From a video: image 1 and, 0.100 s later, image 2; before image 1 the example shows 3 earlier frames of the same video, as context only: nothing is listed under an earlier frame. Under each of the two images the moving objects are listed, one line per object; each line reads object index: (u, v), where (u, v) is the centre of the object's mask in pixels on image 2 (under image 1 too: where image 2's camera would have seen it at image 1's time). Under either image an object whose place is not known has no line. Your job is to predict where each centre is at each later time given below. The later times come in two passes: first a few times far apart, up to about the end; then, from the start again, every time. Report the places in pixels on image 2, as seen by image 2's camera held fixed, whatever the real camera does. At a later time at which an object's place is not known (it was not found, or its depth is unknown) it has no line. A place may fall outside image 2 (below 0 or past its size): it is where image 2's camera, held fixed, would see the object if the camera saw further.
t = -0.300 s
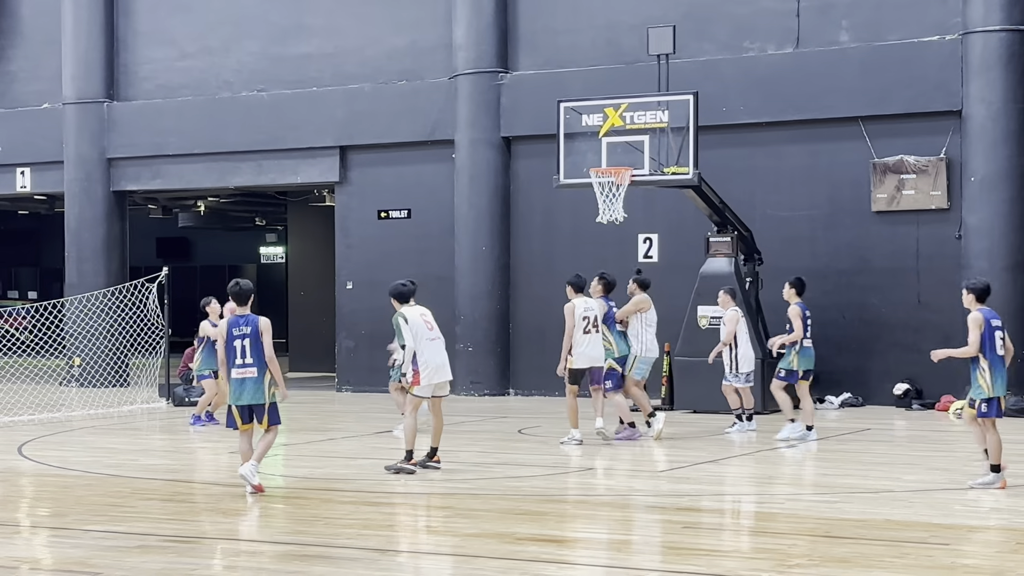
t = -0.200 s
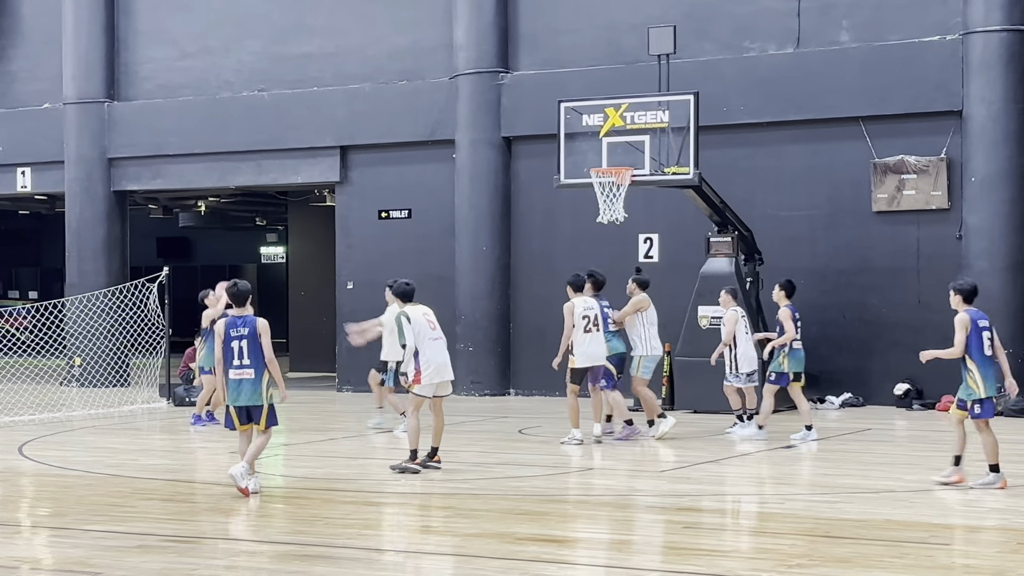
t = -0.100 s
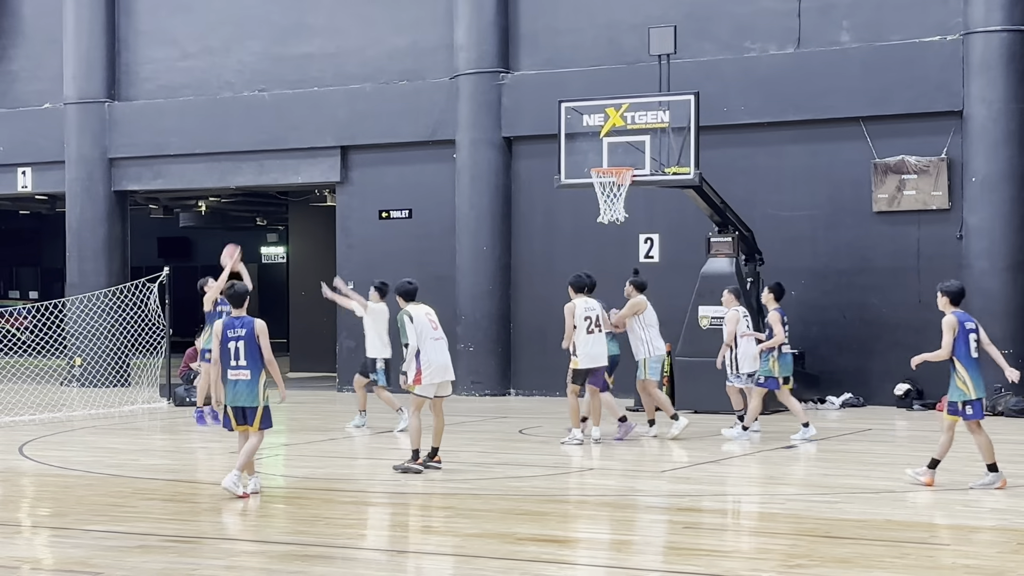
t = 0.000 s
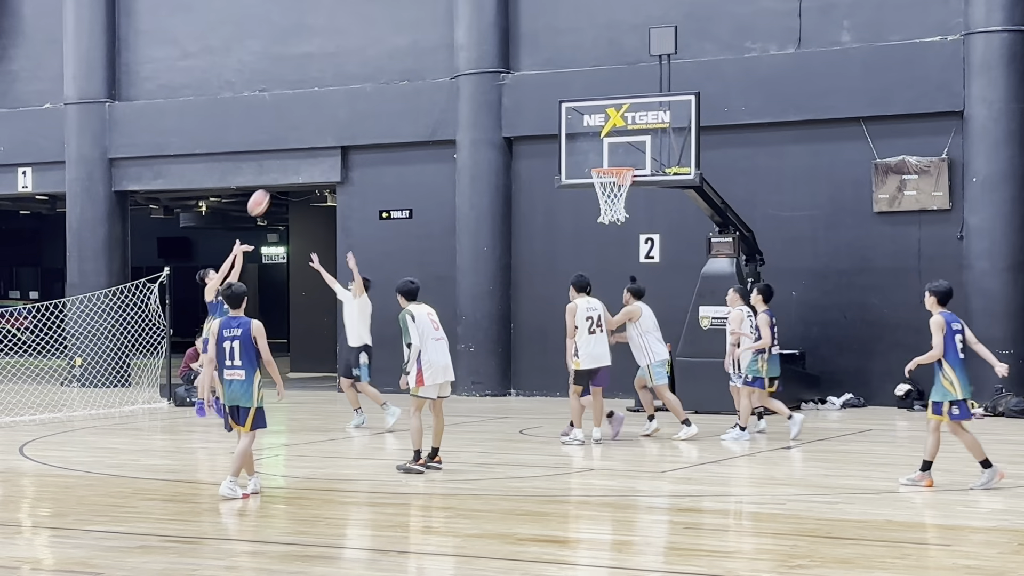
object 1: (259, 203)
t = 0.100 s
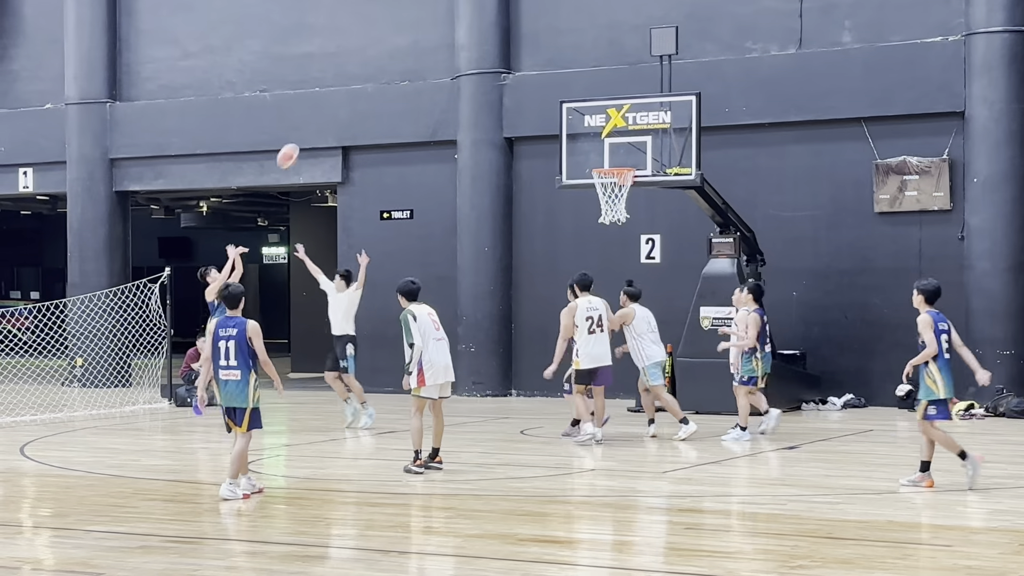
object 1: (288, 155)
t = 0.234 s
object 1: (325, 105)
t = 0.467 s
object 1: (390, 51)
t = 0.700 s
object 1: (456, 39)
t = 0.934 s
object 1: (522, 73)
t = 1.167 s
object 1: (589, 151)
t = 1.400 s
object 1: (656, 146)
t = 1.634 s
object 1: (722, 172)
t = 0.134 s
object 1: (297, 142)
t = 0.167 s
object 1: (306, 128)
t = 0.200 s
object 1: (316, 116)
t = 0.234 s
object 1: (325, 105)
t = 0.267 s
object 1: (335, 95)
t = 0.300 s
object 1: (343, 85)
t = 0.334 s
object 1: (353, 76)
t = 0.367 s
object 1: (362, 69)
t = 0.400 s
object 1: (371, 62)
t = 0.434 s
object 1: (381, 56)
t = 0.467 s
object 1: (390, 51)
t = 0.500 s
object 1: (400, 46)
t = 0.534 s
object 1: (409, 43)
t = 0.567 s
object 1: (418, 40)
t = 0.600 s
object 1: (428, 39)
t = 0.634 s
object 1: (437, 38)
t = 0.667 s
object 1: (446, 38)
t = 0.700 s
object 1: (456, 39)
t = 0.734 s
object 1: (465, 41)
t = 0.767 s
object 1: (475, 44)
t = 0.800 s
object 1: (485, 48)
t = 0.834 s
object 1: (494, 53)
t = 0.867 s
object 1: (503, 58)
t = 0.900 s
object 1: (513, 65)
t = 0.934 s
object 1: (522, 73)
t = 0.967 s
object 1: (532, 82)
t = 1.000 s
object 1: (542, 91)
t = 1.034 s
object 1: (551, 101)
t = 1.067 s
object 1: (560, 111)
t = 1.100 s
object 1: (570, 125)
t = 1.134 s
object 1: (579, 137)
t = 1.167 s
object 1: (589, 151)
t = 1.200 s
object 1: (598, 160)
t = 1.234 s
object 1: (608, 156)
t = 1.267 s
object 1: (618, 152)
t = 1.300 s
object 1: (626, 150)
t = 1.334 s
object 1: (635, 149)
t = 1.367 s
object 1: (645, 146)
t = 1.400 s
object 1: (656, 146)
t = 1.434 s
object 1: (666, 147)
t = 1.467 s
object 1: (674, 149)
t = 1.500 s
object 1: (683, 152)
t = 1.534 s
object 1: (694, 155)
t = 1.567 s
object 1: (705, 160)
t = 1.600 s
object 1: (713, 166)
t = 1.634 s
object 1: (722, 172)
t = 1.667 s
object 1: (731, 179)
